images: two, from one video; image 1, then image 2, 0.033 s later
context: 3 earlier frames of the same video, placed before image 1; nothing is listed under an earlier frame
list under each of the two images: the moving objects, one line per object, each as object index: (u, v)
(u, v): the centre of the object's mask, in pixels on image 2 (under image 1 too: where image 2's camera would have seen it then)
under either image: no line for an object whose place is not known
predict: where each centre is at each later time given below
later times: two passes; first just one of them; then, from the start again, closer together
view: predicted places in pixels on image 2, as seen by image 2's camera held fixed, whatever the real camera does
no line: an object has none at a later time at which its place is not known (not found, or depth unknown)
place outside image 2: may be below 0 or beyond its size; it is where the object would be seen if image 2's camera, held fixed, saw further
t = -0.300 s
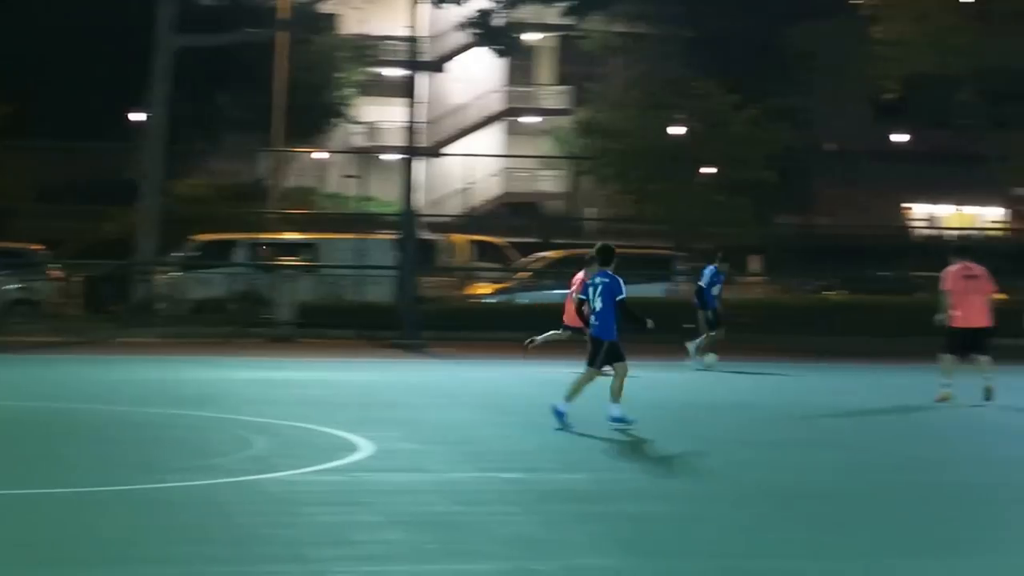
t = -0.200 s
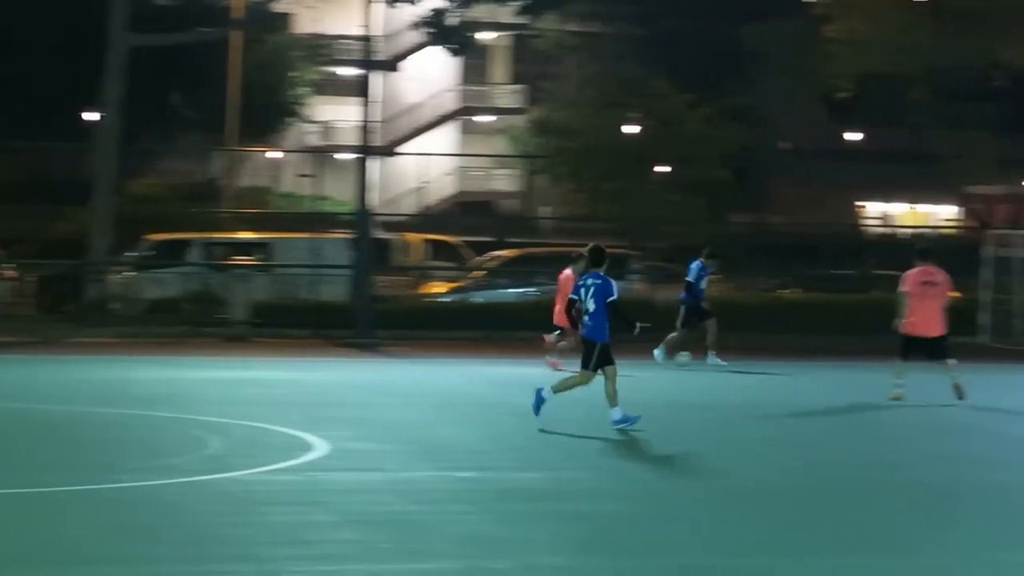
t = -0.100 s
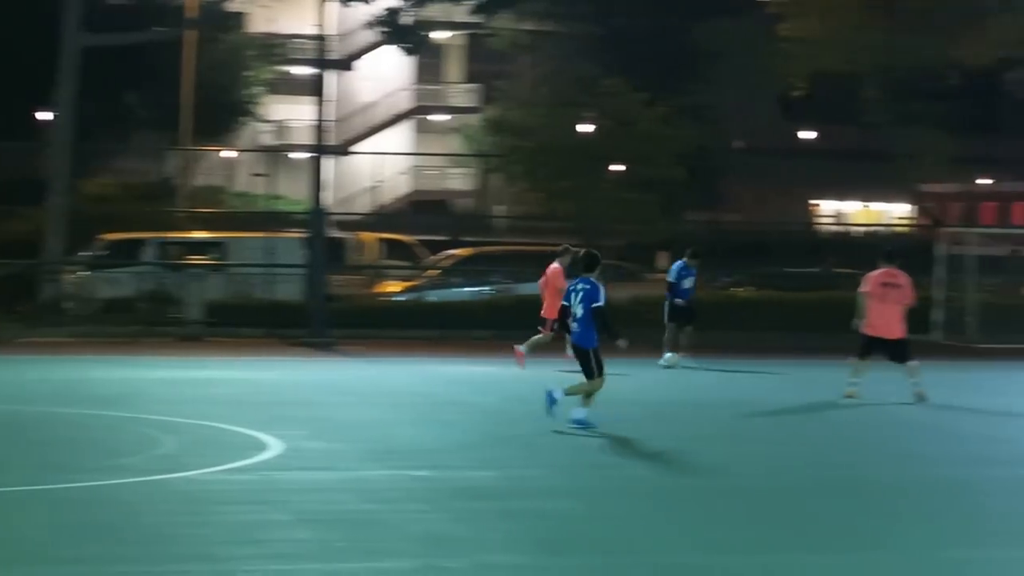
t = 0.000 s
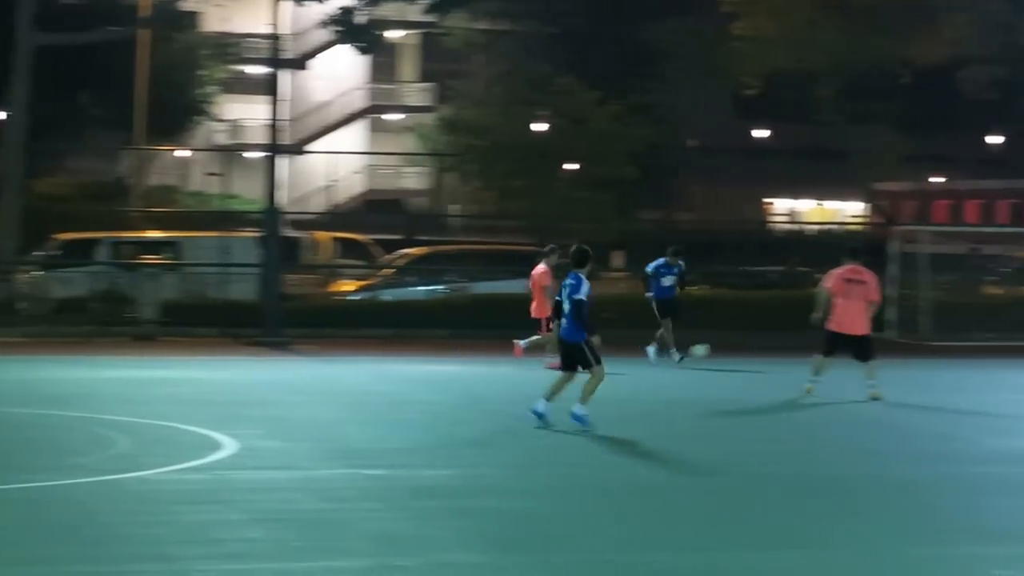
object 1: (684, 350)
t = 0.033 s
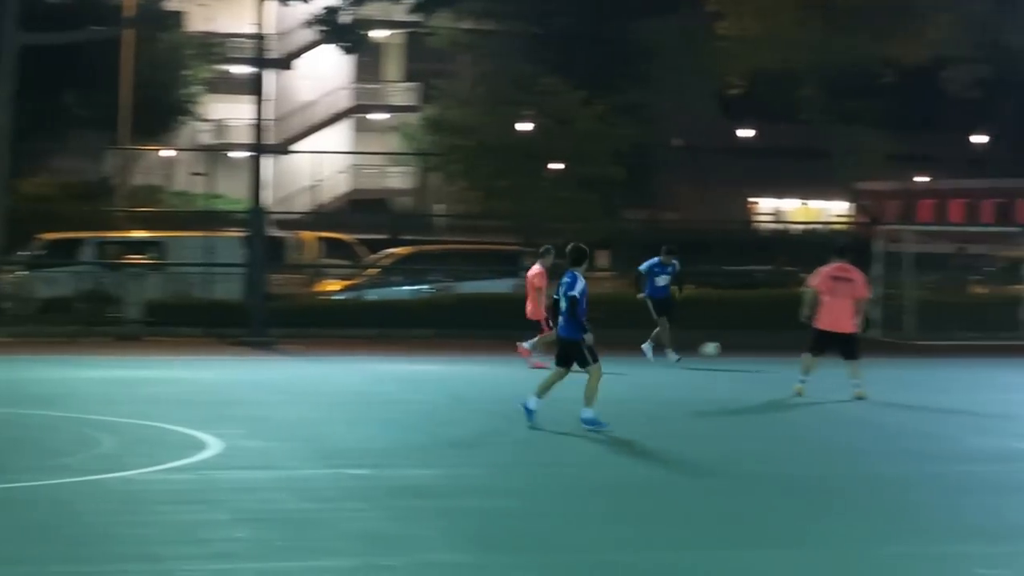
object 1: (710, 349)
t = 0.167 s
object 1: (812, 351)
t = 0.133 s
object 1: (787, 350)
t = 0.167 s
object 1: (812, 351)
